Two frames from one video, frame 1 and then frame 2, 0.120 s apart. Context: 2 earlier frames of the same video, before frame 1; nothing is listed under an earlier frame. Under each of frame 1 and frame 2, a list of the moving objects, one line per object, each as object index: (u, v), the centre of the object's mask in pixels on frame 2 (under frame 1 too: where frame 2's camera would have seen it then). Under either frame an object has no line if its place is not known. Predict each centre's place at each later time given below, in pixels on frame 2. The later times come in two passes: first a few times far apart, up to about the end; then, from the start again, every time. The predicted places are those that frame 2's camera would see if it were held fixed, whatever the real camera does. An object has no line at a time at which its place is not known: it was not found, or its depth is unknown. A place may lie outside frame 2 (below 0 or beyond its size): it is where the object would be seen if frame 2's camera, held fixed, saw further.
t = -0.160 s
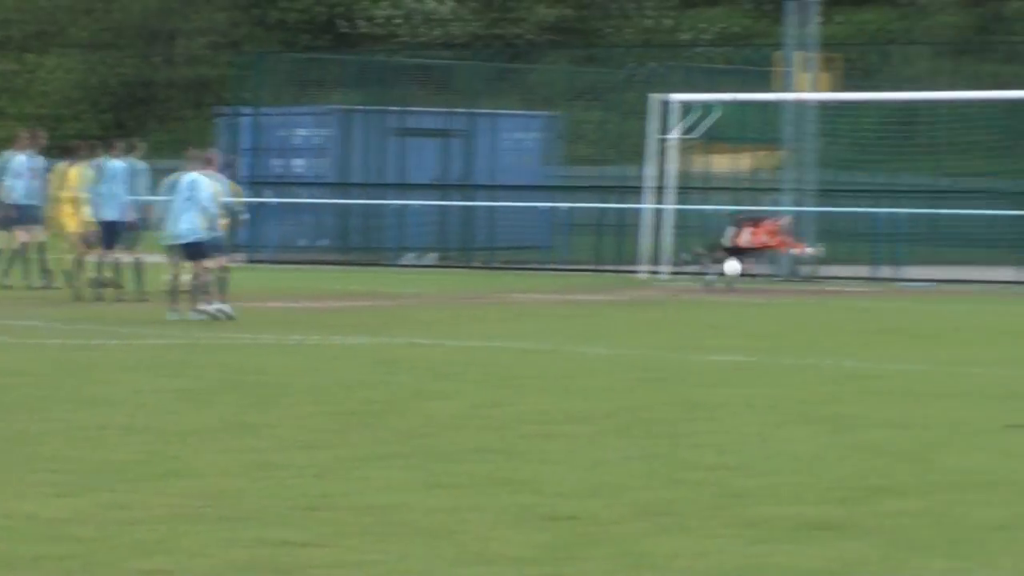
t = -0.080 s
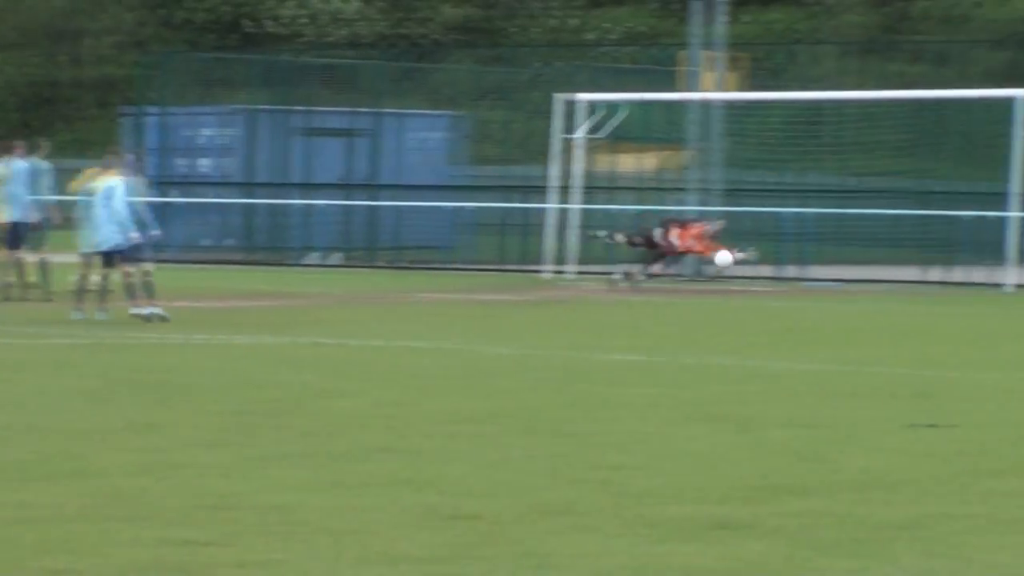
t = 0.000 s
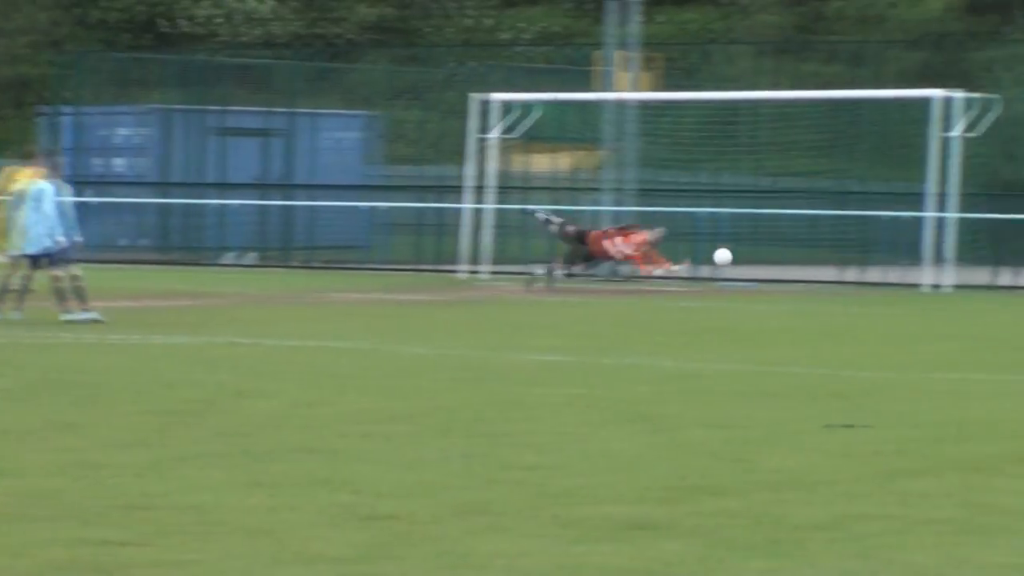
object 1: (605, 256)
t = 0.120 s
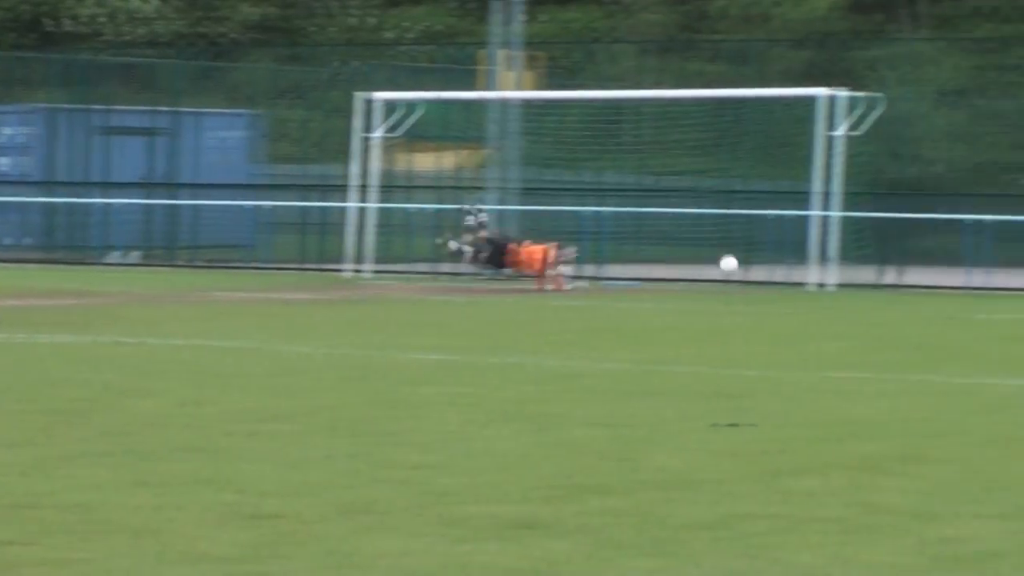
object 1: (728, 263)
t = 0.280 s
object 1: (879, 284)
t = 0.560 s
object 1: (849, 235)
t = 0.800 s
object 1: (796, 241)
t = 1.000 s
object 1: (749, 278)
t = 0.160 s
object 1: (769, 269)
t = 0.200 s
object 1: (809, 277)
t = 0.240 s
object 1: (847, 284)
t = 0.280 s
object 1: (879, 284)
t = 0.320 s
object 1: (891, 276)
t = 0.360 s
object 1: (886, 266)
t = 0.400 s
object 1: (881, 260)
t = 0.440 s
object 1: (873, 250)
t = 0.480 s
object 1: (864, 244)
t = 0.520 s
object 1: (857, 239)
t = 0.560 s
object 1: (849, 235)
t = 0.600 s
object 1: (838, 233)
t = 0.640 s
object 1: (832, 232)
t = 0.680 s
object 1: (813, 232)
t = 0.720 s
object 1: (810, 234)
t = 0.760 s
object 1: (802, 237)
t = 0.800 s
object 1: (796, 241)
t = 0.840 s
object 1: (785, 246)
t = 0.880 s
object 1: (776, 253)
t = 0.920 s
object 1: (767, 260)
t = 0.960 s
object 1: (758, 269)
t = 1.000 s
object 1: (749, 278)
